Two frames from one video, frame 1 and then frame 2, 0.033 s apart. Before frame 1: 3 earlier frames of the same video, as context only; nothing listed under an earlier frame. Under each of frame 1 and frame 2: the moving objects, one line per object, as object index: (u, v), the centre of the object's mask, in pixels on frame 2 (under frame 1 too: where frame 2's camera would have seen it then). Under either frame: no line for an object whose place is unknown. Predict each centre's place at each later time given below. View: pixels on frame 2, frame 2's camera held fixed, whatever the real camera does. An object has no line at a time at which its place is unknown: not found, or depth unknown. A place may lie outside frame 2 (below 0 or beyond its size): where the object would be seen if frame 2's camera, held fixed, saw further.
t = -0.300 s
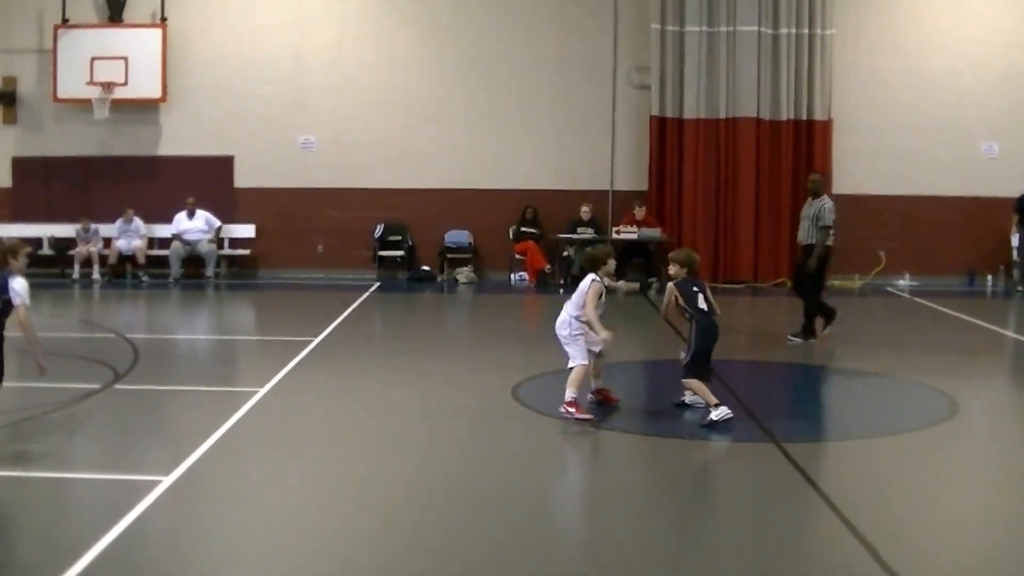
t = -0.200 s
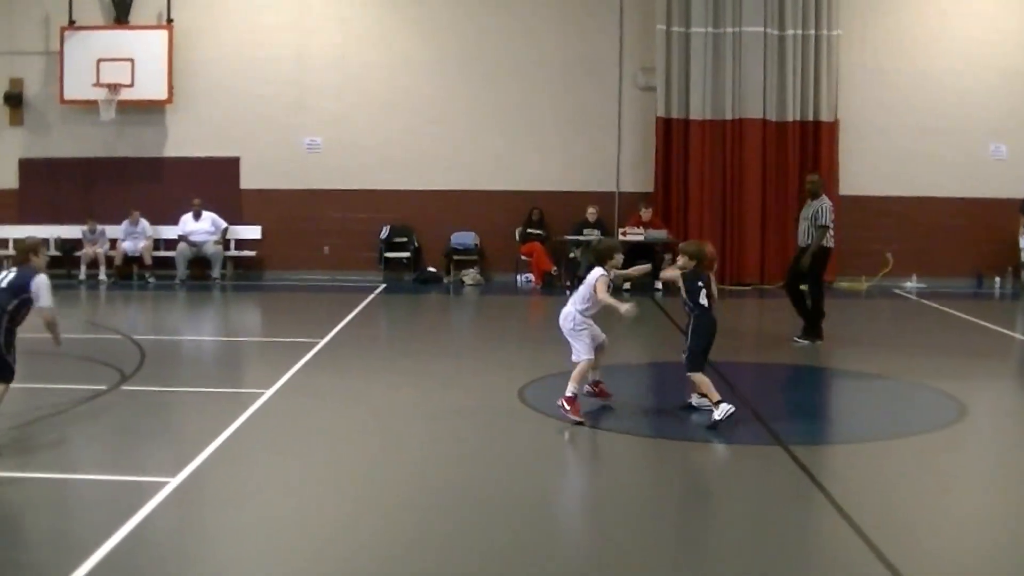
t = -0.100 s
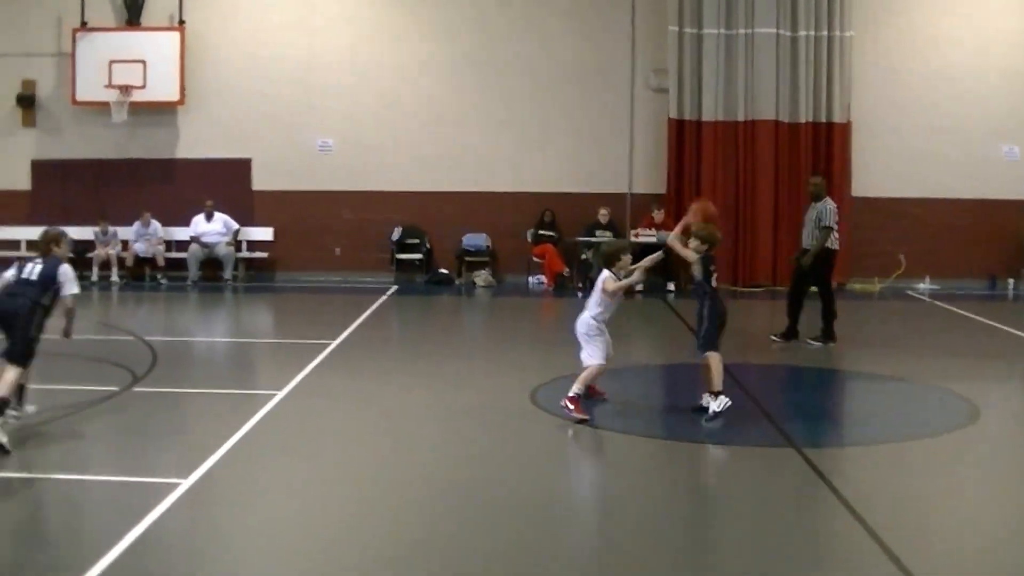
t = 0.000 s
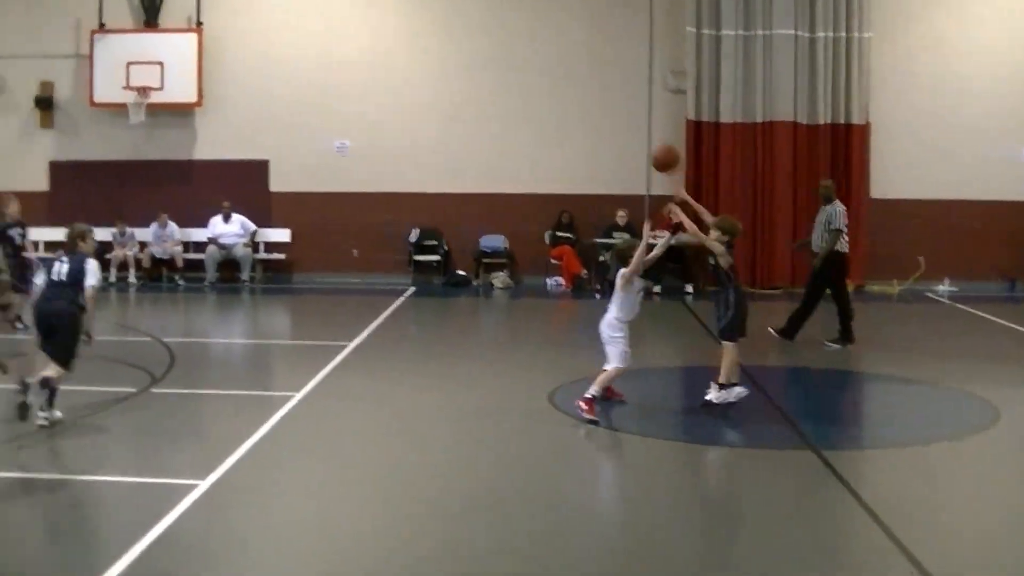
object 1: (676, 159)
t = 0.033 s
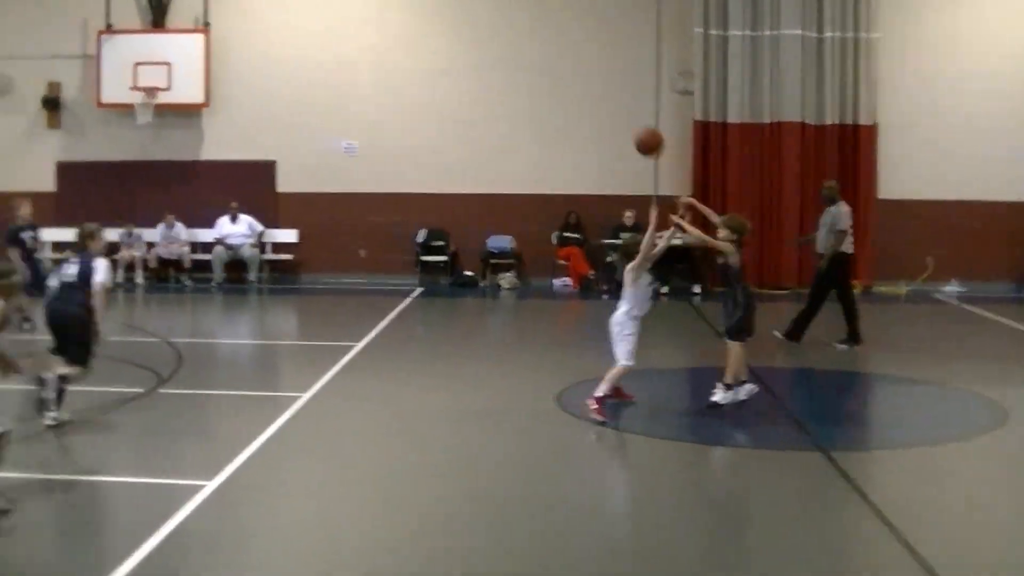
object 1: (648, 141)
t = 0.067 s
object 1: (624, 127)
